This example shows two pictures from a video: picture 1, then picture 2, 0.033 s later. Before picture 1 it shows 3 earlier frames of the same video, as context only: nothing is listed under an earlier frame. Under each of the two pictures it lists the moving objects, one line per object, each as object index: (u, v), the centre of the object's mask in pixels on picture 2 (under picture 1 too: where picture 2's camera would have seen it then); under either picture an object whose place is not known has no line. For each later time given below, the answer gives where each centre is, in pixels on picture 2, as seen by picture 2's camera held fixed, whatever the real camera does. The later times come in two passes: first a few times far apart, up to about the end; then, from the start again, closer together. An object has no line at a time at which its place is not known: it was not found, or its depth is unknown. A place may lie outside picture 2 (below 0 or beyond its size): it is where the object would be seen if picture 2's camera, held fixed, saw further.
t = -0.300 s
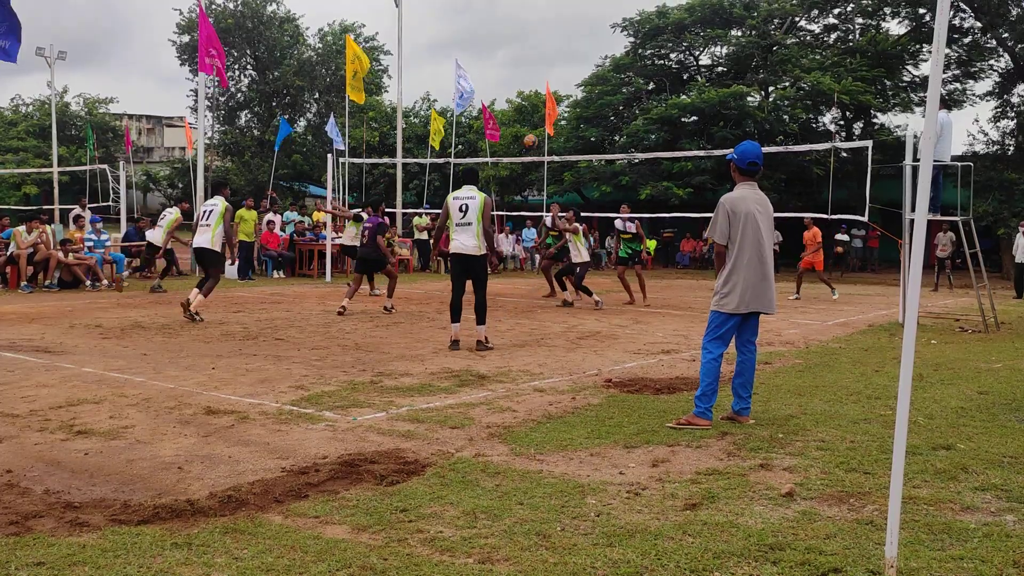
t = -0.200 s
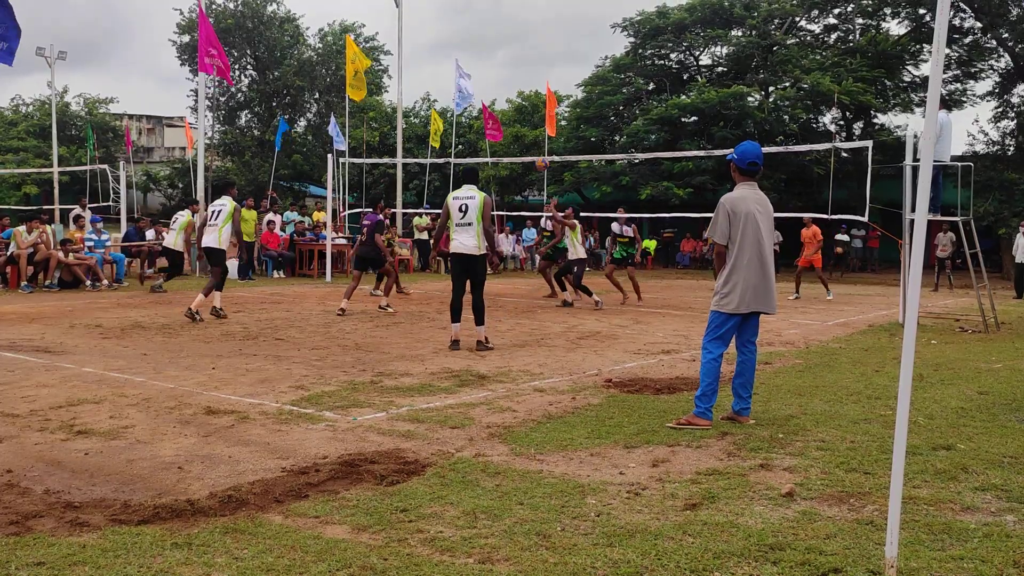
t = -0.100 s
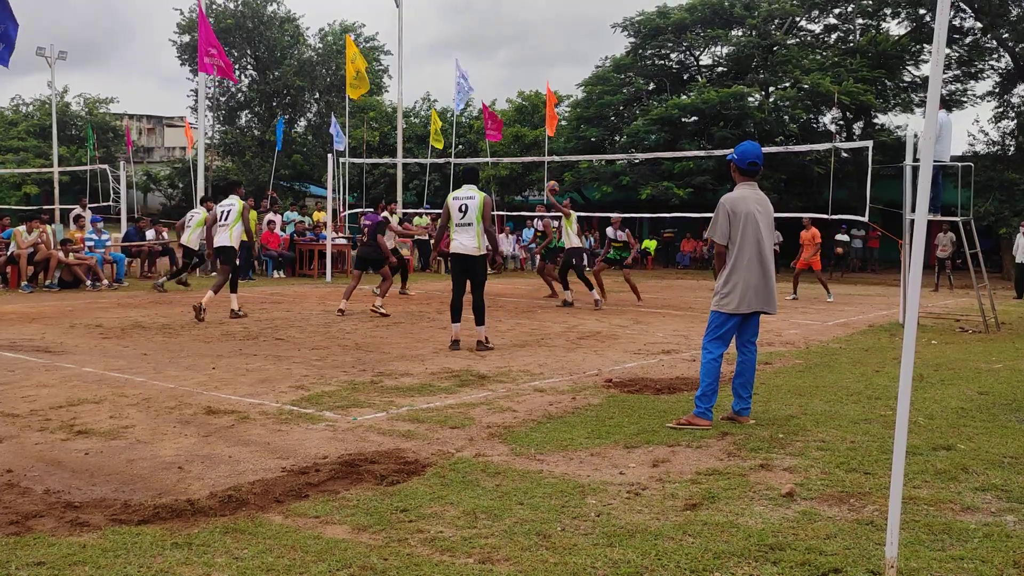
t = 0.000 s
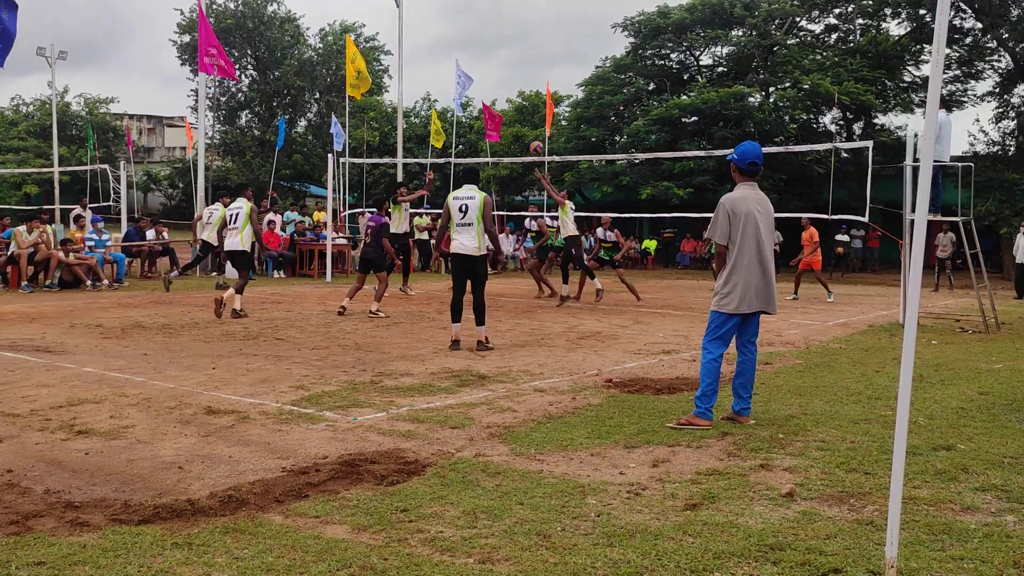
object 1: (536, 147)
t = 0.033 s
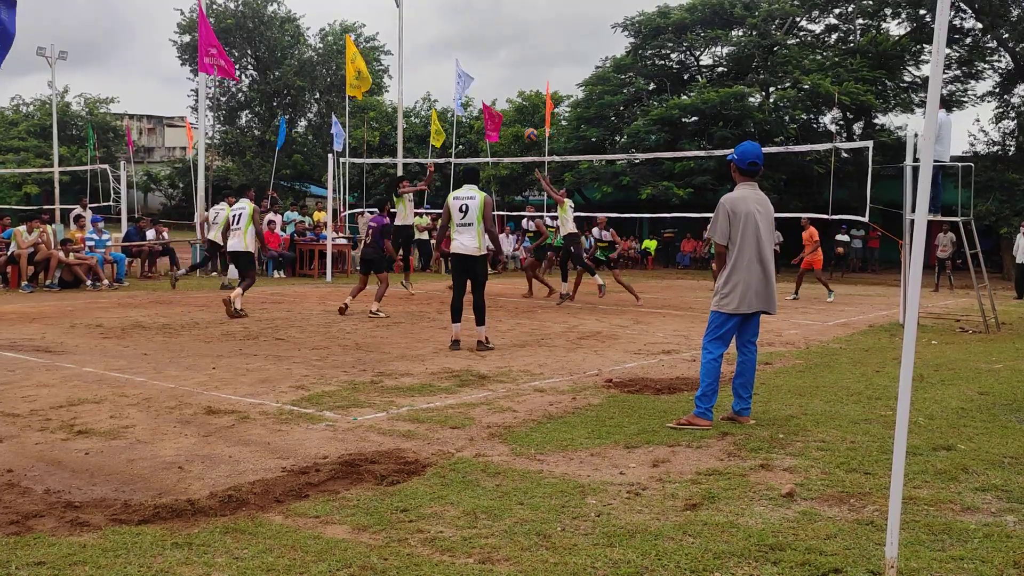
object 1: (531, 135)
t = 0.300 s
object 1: (486, 60)
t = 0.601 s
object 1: (441, 32)
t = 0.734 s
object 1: (423, 37)
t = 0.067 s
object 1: (525, 122)
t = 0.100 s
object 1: (519, 111)
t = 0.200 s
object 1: (502, 82)
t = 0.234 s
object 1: (497, 74)
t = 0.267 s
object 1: (491, 67)
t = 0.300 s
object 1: (486, 60)
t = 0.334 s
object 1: (481, 54)
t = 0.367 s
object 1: (475, 49)
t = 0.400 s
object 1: (470, 44)
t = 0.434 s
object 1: (465, 41)
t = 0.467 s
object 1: (460, 37)
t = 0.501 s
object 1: (455, 35)
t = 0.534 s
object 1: (450, 33)
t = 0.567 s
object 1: (446, 32)
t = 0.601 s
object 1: (441, 32)
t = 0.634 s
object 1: (436, 32)
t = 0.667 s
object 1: (432, 33)
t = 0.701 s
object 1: (427, 35)
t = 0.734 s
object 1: (423, 37)
